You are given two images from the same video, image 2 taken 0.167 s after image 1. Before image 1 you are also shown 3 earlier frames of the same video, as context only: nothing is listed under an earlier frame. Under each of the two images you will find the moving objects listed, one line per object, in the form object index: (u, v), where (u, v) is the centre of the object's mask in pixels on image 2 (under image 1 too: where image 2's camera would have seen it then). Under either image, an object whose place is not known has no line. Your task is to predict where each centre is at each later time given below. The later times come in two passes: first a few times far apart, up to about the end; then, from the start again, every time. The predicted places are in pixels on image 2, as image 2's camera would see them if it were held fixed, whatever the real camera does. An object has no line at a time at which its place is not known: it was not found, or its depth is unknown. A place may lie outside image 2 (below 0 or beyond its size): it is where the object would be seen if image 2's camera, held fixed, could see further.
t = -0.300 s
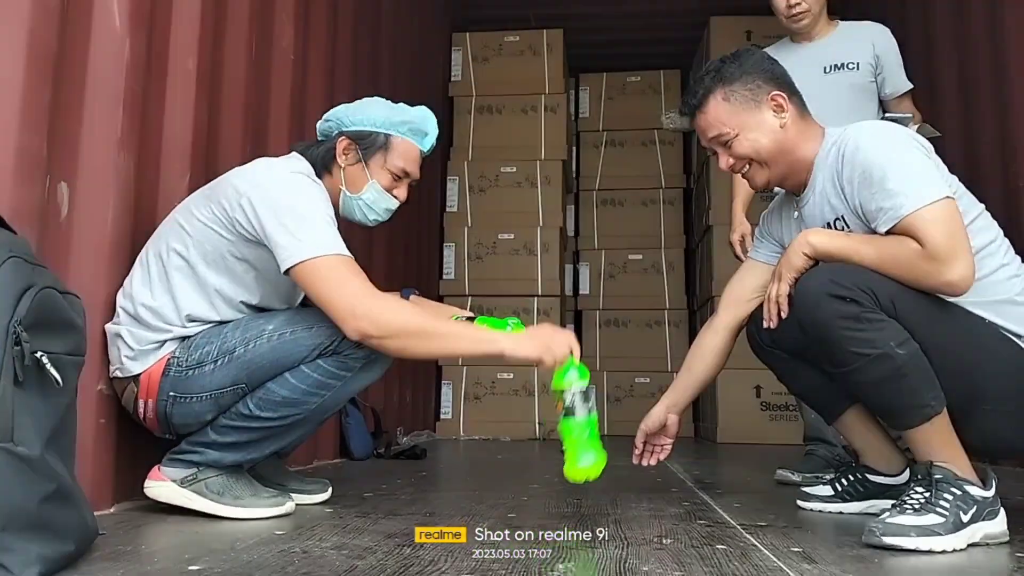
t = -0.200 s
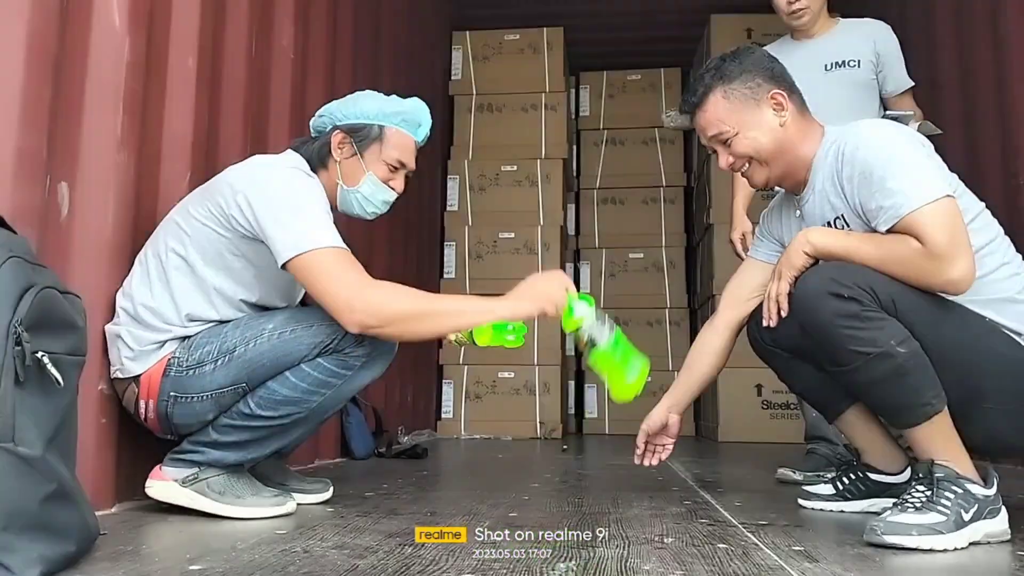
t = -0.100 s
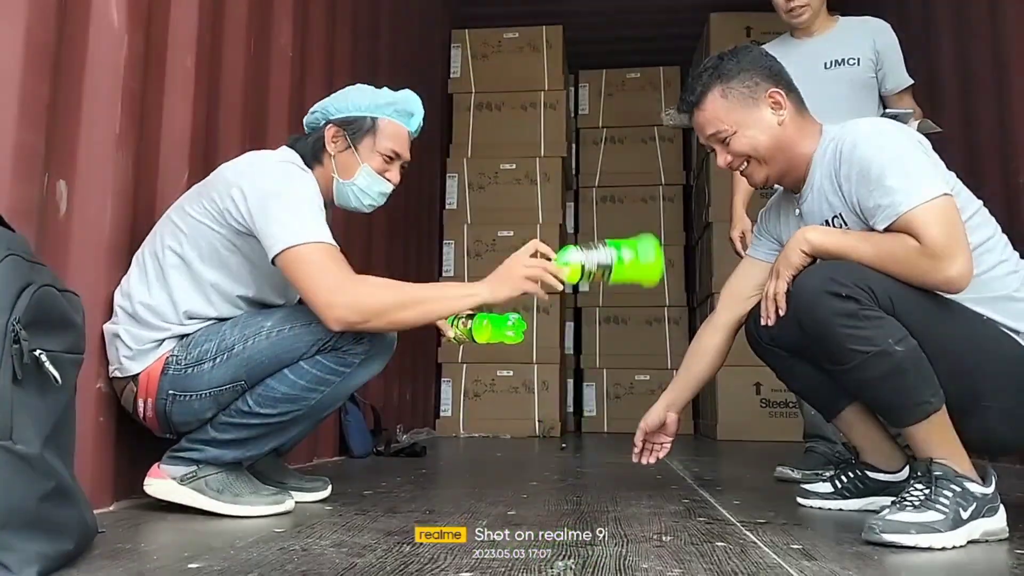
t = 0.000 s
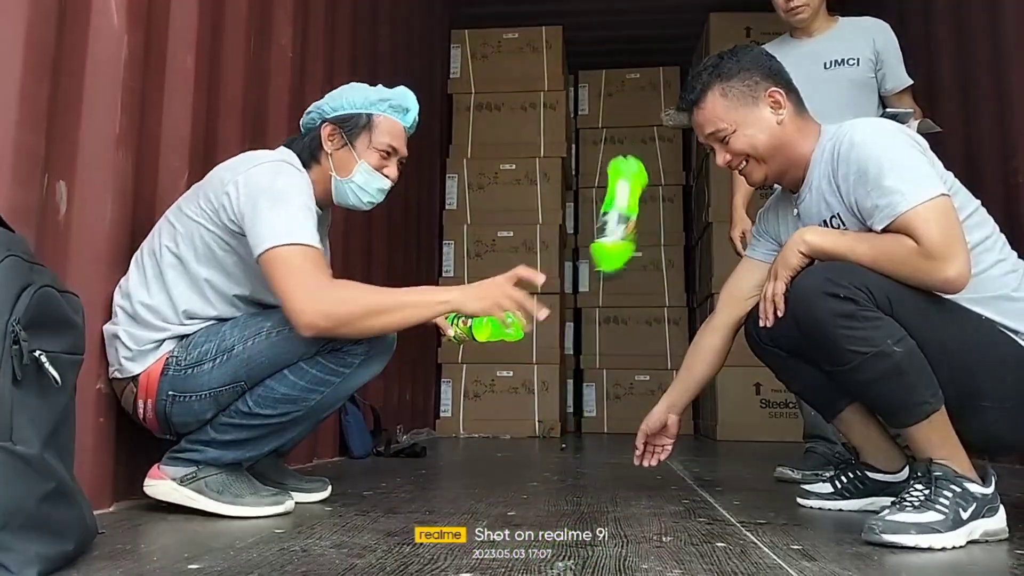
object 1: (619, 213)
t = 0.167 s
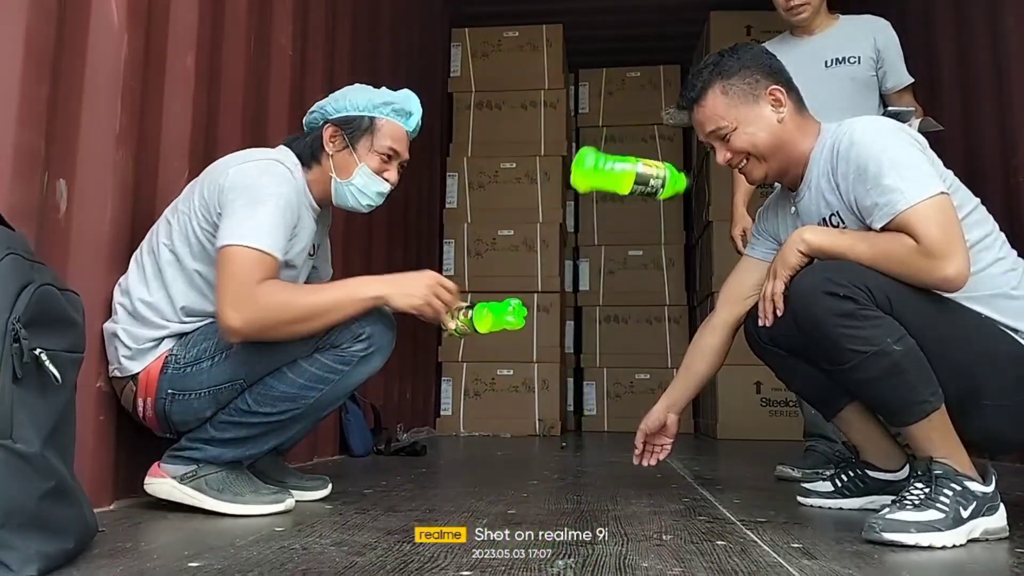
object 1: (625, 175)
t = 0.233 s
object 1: (612, 199)
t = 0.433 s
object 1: (580, 451)
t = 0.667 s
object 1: (546, 464)
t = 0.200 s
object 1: (620, 184)
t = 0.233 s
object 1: (612, 199)
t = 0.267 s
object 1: (607, 222)
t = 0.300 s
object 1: (601, 255)
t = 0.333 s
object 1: (595, 294)
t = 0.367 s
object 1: (590, 342)
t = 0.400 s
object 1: (585, 400)
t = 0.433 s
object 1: (580, 451)
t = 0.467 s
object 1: (574, 459)
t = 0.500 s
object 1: (569, 460)
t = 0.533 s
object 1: (565, 461)
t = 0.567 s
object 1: (562, 461)
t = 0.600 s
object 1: (558, 461)
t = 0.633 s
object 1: (553, 462)
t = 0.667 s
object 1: (546, 464)
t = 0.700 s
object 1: (538, 467)
